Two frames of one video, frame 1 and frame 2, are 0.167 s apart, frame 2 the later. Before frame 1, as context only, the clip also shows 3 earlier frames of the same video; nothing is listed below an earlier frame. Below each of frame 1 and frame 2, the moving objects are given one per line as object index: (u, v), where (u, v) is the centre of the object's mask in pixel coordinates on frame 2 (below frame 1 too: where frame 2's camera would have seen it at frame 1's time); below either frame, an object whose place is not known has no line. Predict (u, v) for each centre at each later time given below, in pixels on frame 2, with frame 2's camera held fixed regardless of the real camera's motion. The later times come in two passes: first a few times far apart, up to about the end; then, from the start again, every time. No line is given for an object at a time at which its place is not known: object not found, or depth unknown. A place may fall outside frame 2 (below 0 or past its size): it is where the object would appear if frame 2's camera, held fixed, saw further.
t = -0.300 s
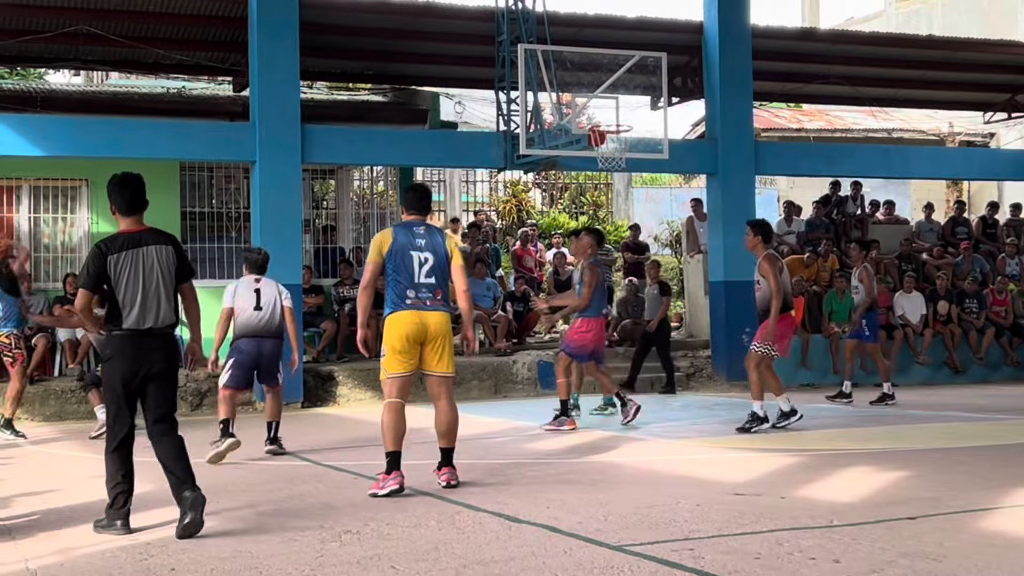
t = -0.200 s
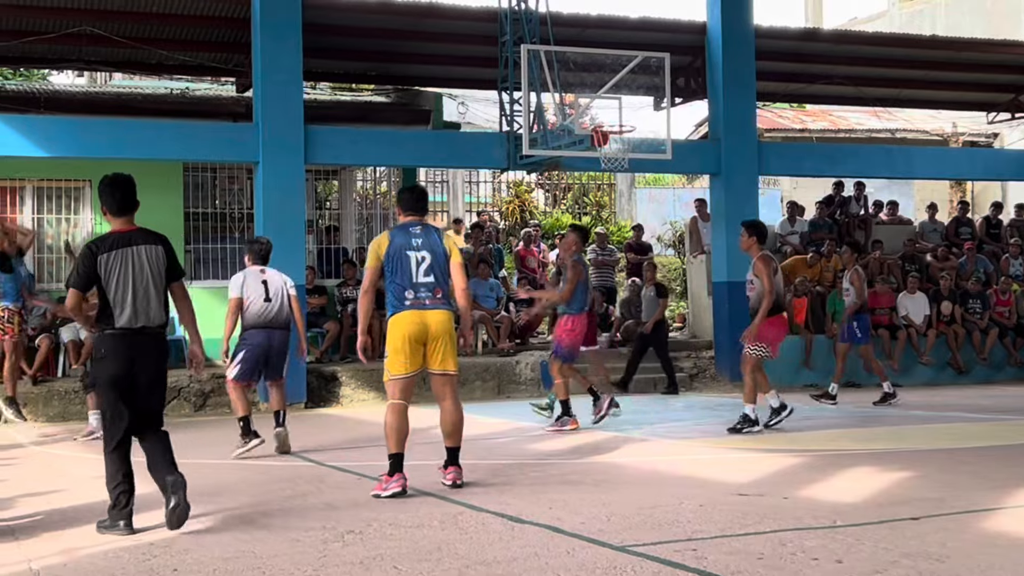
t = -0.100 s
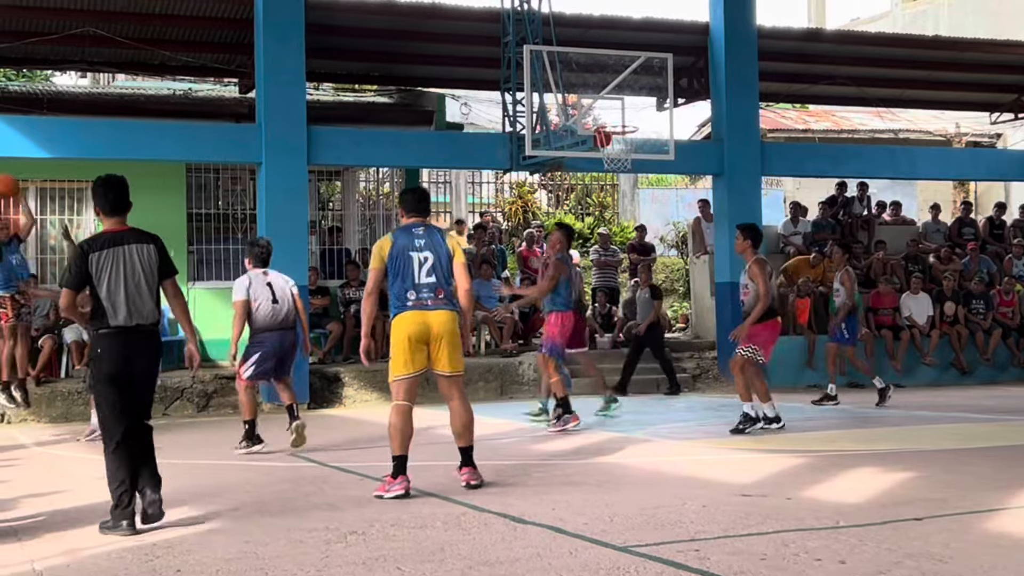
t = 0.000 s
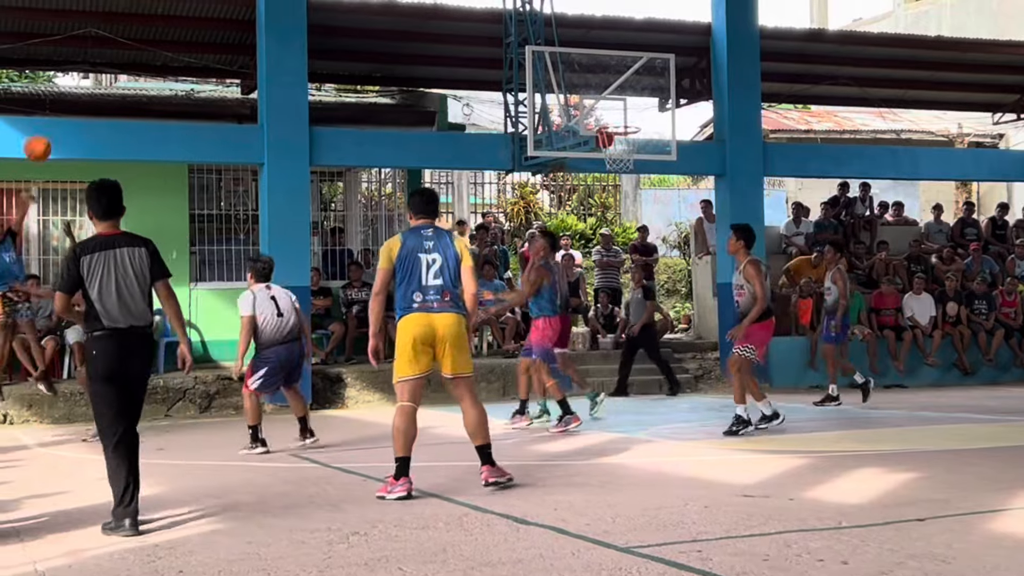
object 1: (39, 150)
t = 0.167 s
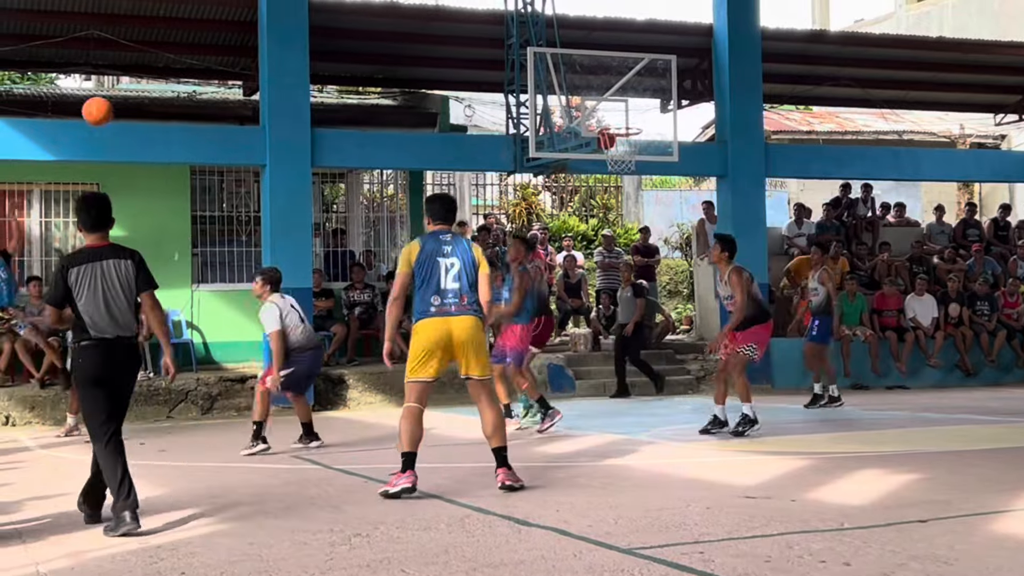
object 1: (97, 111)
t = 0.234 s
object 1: (123, 103)
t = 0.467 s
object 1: (234, 115)
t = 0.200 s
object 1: (110, 106)
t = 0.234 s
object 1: (123, 103)
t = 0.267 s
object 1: (137, 101)
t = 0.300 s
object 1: (152, 100)
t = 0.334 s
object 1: (167, 100)
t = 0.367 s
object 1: (182, 101)
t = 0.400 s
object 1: (199, 105)
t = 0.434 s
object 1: (216, 109)
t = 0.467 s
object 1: (234, 115)
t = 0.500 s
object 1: (254, 124)
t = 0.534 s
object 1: (274, 135)
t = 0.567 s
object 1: (294, 148)
